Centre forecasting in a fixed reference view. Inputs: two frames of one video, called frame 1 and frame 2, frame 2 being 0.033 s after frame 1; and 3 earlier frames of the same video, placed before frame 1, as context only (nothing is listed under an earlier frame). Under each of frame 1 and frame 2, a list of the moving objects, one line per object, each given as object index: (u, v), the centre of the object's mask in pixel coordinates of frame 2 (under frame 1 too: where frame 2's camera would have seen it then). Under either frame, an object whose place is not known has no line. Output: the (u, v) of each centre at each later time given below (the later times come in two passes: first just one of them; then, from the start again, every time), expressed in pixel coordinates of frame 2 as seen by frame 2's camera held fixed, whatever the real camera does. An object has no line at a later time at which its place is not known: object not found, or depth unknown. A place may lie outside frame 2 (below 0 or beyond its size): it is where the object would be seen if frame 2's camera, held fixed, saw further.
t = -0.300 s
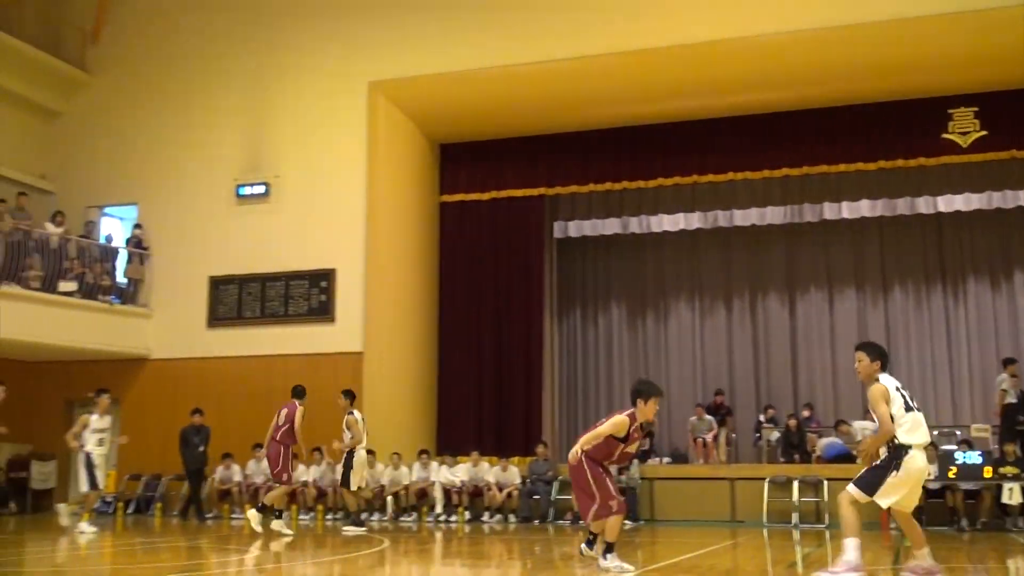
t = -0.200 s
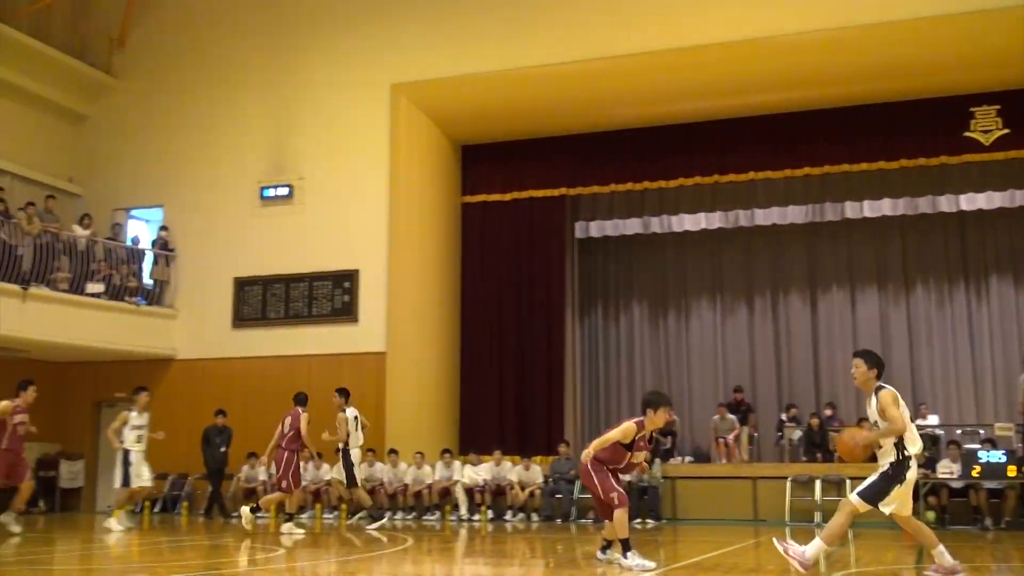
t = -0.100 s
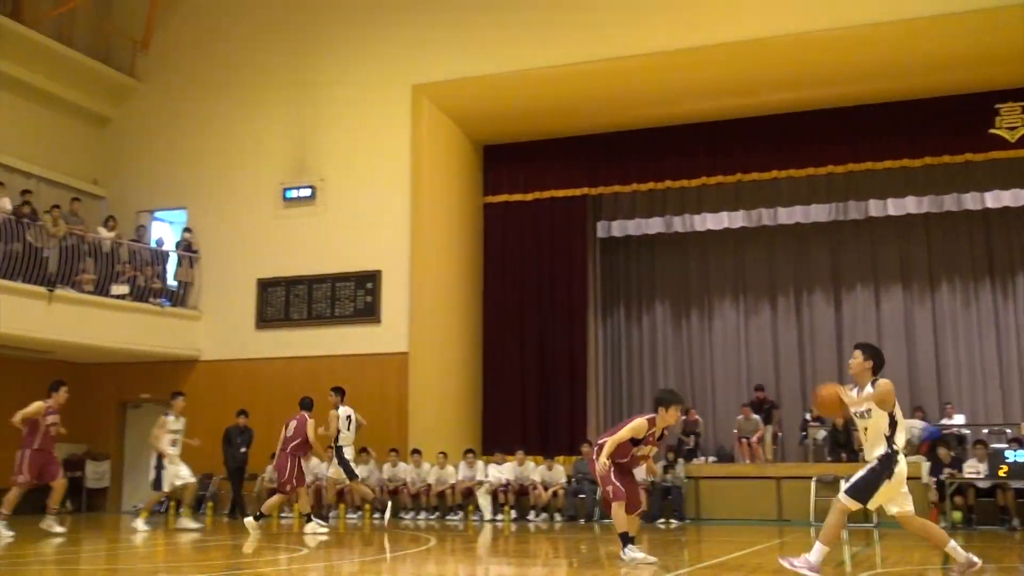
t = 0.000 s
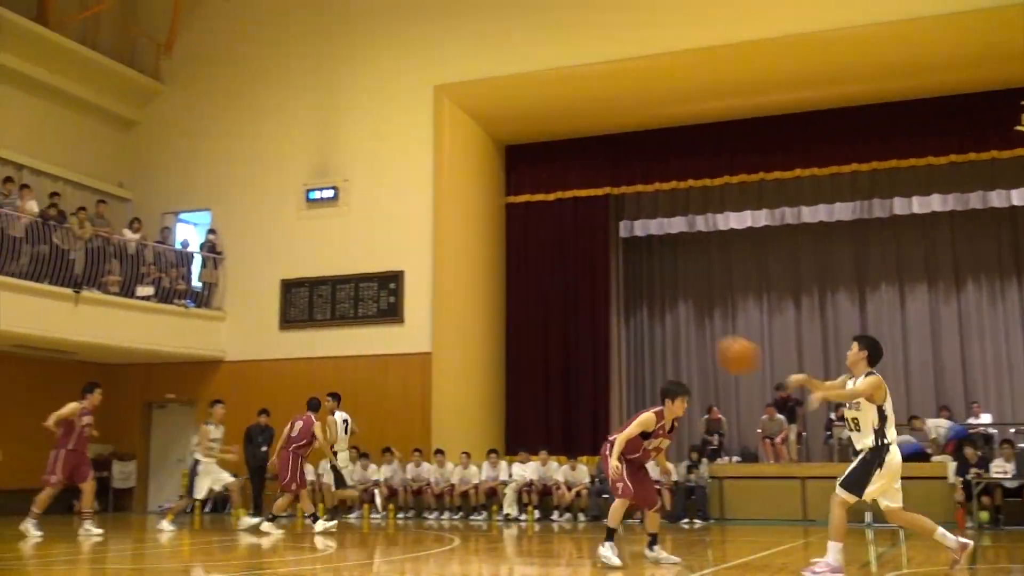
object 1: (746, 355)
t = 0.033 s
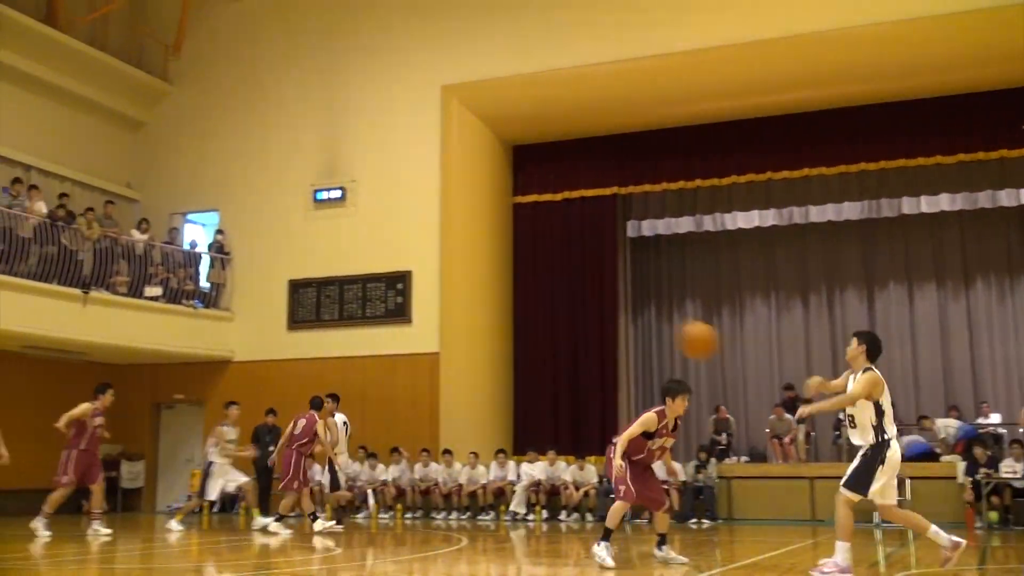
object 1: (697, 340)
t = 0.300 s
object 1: (258, 259)
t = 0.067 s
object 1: (648, 326)
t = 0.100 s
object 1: (597, 314)
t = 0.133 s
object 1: (546, 302)
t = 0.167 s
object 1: (492, 290)
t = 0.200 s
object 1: (437, 283)
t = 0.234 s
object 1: (379, 275)
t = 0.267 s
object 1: (318, 267)
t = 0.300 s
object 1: (258, 259)
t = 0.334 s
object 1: (186, 258)
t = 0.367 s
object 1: (120, 252)
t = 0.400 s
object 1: (48, 251)
